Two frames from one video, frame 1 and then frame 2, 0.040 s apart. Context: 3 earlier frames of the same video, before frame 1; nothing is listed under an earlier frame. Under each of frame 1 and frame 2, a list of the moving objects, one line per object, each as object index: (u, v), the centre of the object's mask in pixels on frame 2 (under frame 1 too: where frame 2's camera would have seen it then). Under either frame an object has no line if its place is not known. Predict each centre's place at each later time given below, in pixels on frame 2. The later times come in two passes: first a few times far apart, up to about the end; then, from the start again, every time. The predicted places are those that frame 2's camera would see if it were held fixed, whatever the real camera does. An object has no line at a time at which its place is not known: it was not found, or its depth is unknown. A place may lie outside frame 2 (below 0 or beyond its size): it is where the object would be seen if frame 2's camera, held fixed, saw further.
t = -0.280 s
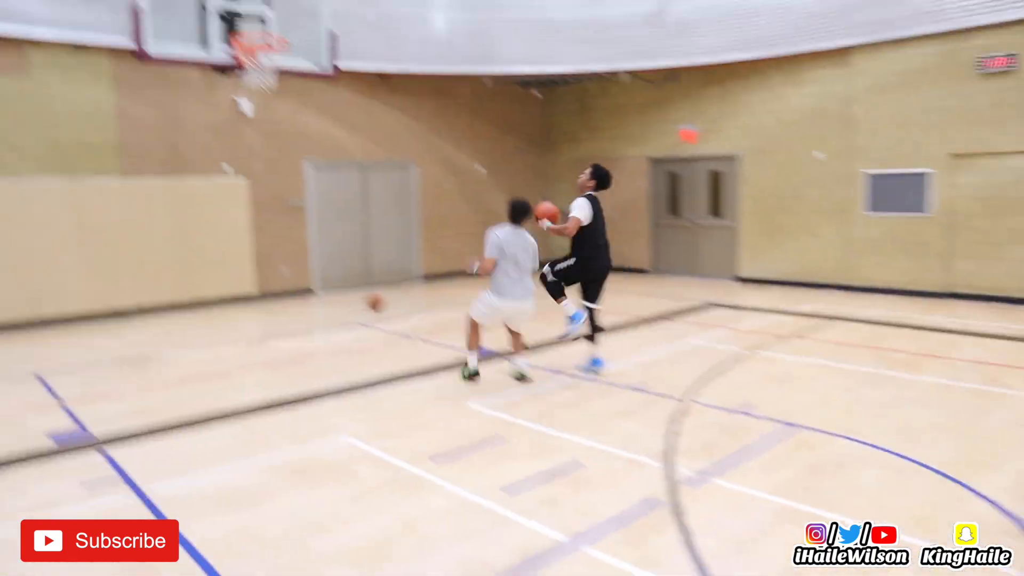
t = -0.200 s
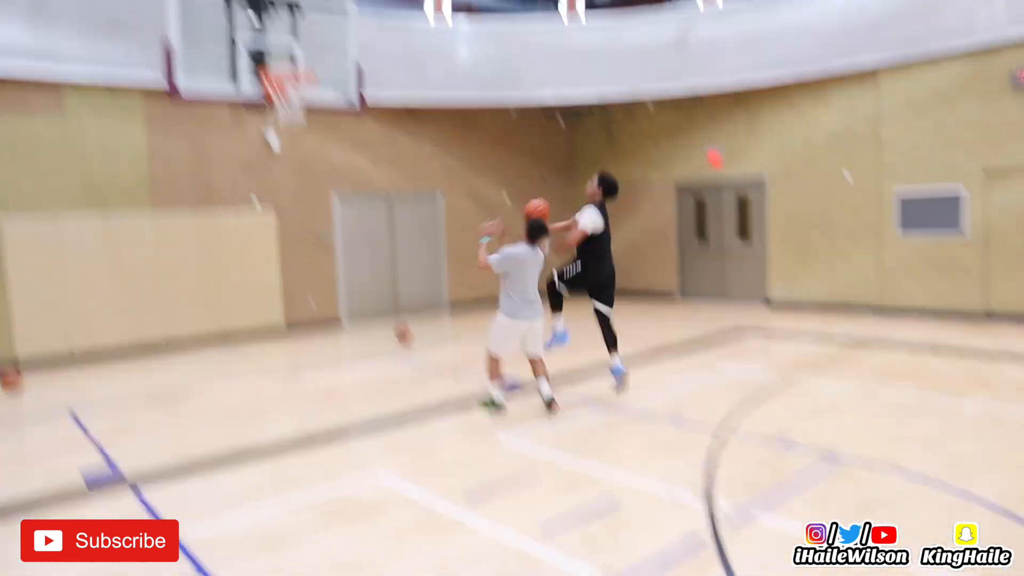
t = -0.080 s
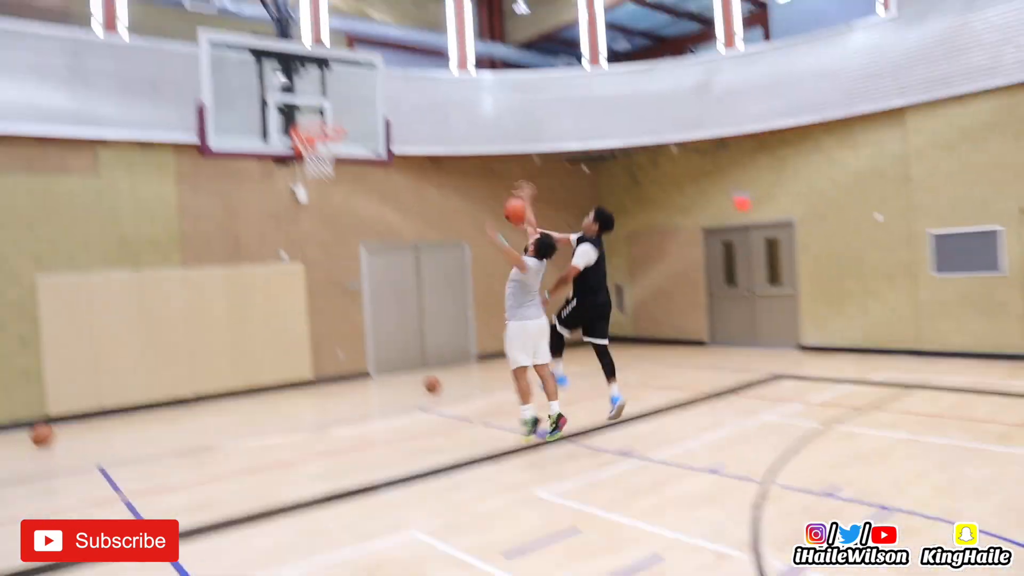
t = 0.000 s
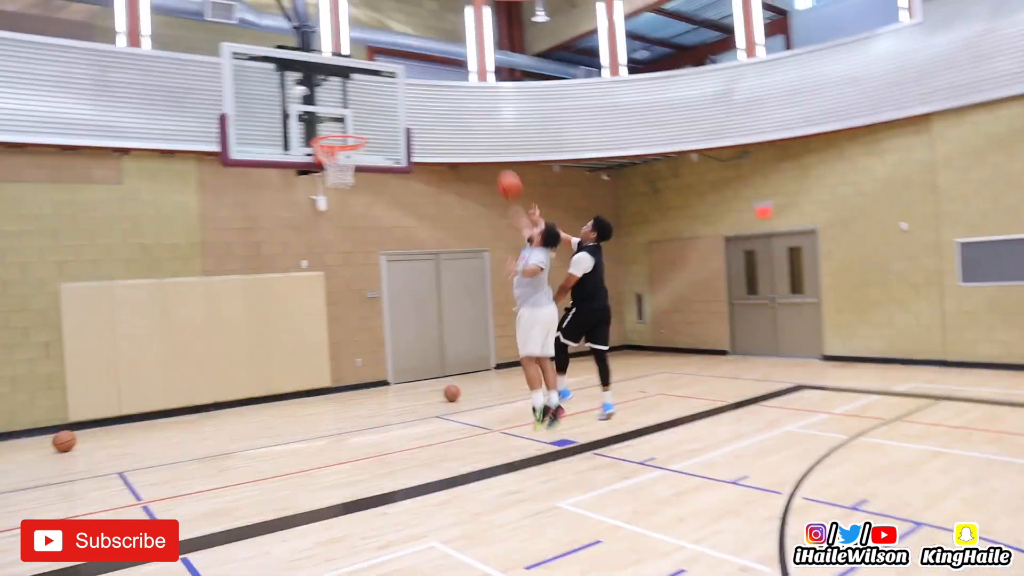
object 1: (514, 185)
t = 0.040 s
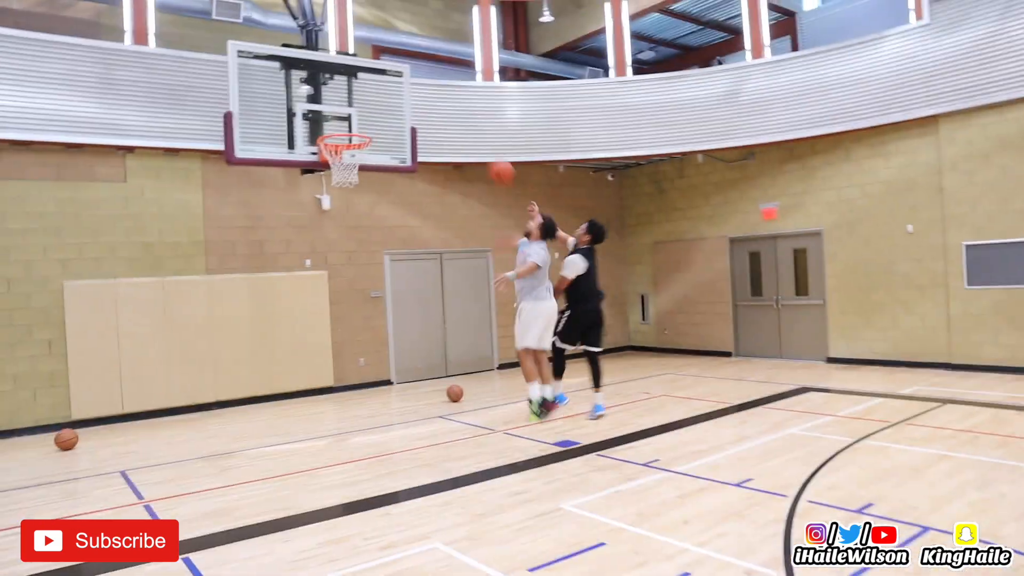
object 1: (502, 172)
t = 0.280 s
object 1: (427, 119)
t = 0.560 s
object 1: (401, 100)
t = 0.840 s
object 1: (398, 155)
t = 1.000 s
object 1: (406, 235)
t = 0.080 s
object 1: (489, 160)
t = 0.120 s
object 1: (476, 147)
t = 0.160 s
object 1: (463, 138)
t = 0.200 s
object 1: (451, 130)
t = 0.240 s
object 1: (439, 124)
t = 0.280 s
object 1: (427, 119)
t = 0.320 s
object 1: (415, 116)
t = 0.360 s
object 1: (406, 113)
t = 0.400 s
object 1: (405, 108)
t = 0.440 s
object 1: (404, 103)
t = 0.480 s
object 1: (403, 101)
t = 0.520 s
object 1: (402, 99)
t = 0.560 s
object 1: (401, 100)
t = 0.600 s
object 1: (400, 102)
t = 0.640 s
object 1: (399, 106)
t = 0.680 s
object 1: (399, 112)
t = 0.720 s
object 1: (398, 119)
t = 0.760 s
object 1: (398, 129)
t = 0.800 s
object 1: (398, 140)
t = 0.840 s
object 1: (398, 155)
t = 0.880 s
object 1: (399, 172)
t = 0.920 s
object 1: (400, 189)
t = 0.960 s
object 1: (402, 210)
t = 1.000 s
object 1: (406, 235)
